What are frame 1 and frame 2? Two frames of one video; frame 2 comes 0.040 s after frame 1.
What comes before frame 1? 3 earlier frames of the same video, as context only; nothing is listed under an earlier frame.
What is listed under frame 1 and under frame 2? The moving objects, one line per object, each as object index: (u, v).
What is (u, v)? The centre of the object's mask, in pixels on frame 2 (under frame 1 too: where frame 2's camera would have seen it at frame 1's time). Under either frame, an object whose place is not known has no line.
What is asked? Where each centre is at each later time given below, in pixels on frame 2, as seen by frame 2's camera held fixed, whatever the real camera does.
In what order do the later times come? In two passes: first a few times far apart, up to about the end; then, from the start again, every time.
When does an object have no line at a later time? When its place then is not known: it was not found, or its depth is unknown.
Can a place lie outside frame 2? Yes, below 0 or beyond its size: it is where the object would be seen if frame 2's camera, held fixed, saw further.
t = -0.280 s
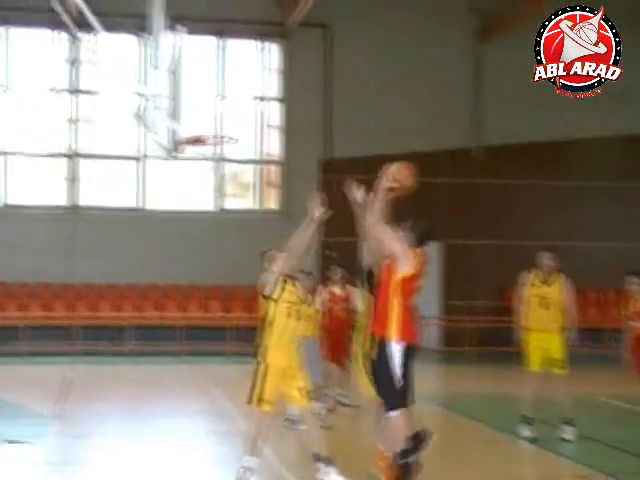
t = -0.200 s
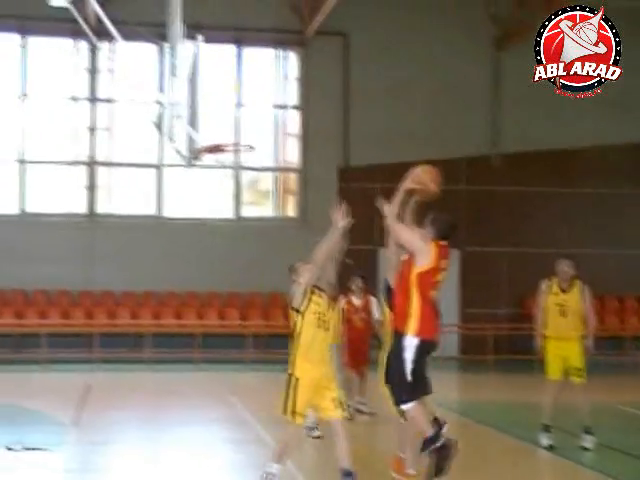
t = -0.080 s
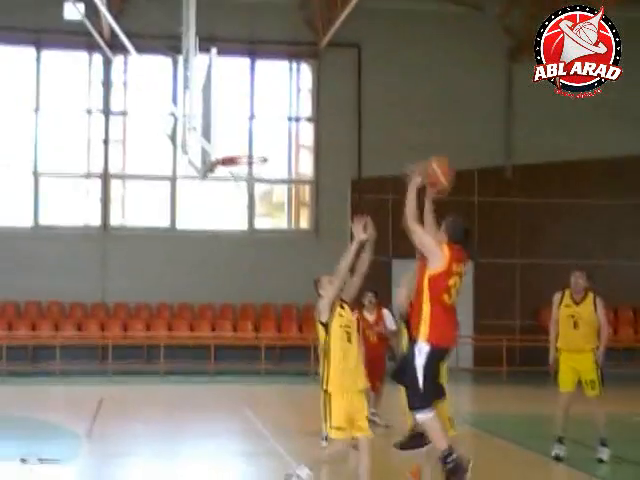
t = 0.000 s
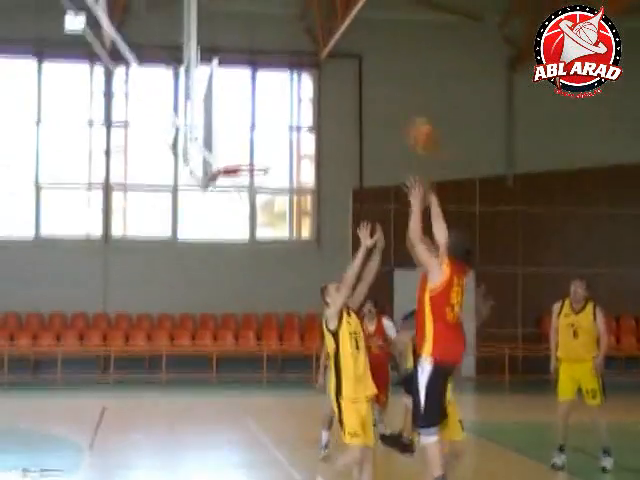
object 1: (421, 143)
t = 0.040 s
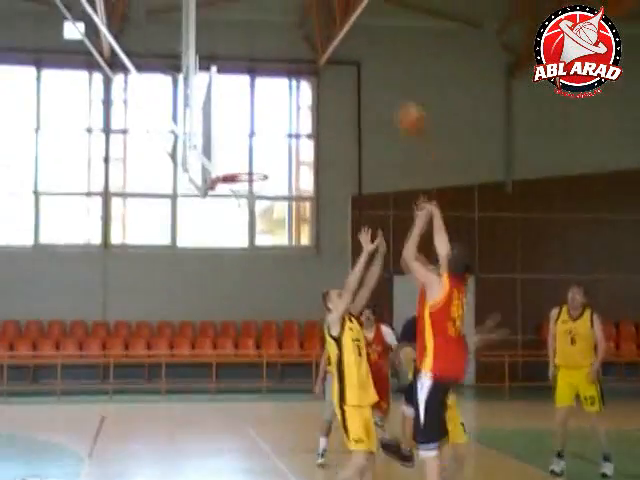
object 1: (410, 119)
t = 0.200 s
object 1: (374, 57)
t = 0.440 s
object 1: (325, 29)
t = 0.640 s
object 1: (293, 56)
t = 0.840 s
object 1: (260, 121)
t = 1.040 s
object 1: (236, 201)
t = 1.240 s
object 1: (240, 224)
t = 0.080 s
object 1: (401, 101)
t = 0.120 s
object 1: (390, 84)
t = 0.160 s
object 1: (382, 69)
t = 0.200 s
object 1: (374, 57)
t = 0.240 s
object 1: (366, 49)
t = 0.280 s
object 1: (358, 42)
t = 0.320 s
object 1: (348, 36)
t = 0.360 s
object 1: (341, 33)
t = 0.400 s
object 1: (331, 31)
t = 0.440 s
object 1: (325, 29)
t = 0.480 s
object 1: (318, 34)
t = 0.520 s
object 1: (311, 37)
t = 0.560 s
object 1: (306, 40)
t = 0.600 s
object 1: (300, 46)
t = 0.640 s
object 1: (293, 56)
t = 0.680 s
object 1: (286, 65)
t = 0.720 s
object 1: (279, 77)
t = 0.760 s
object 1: (273, 90)
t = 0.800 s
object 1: (266, 105)
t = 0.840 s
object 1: (260, 121)
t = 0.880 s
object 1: (256, 137)
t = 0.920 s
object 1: (249, 155)
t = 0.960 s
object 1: (244, 166)
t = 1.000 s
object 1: (238, 195)
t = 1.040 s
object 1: (236, 201)
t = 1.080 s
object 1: (236, 203)
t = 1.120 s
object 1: (237, 206)
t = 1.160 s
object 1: (238, 211)
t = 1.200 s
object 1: (239, 217)
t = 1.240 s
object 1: (240, 224)
